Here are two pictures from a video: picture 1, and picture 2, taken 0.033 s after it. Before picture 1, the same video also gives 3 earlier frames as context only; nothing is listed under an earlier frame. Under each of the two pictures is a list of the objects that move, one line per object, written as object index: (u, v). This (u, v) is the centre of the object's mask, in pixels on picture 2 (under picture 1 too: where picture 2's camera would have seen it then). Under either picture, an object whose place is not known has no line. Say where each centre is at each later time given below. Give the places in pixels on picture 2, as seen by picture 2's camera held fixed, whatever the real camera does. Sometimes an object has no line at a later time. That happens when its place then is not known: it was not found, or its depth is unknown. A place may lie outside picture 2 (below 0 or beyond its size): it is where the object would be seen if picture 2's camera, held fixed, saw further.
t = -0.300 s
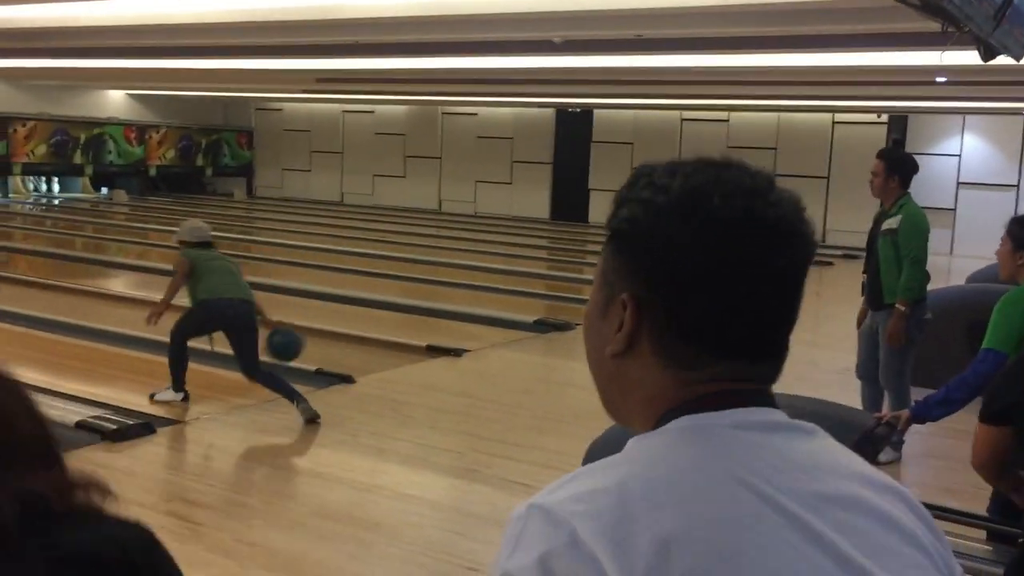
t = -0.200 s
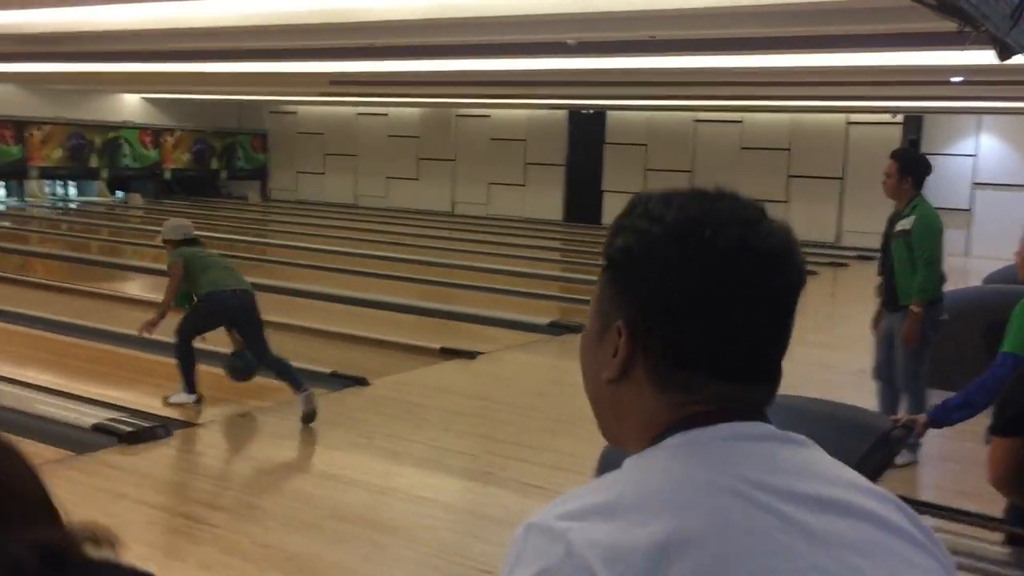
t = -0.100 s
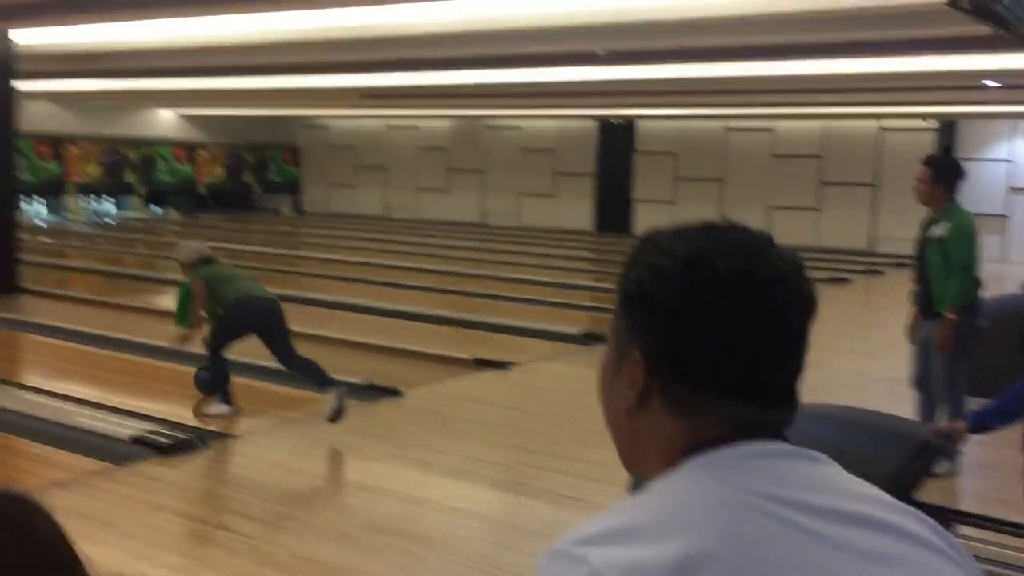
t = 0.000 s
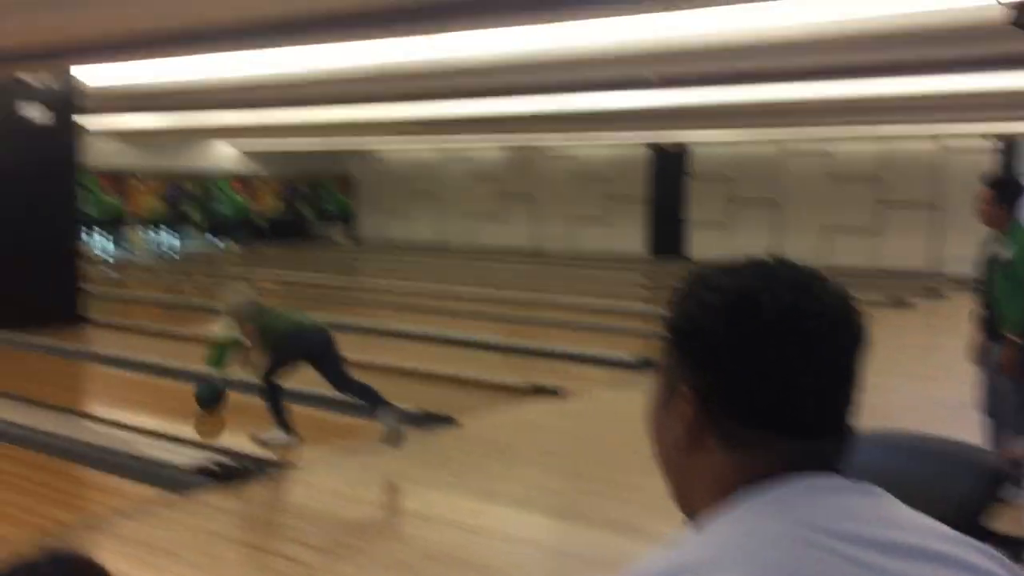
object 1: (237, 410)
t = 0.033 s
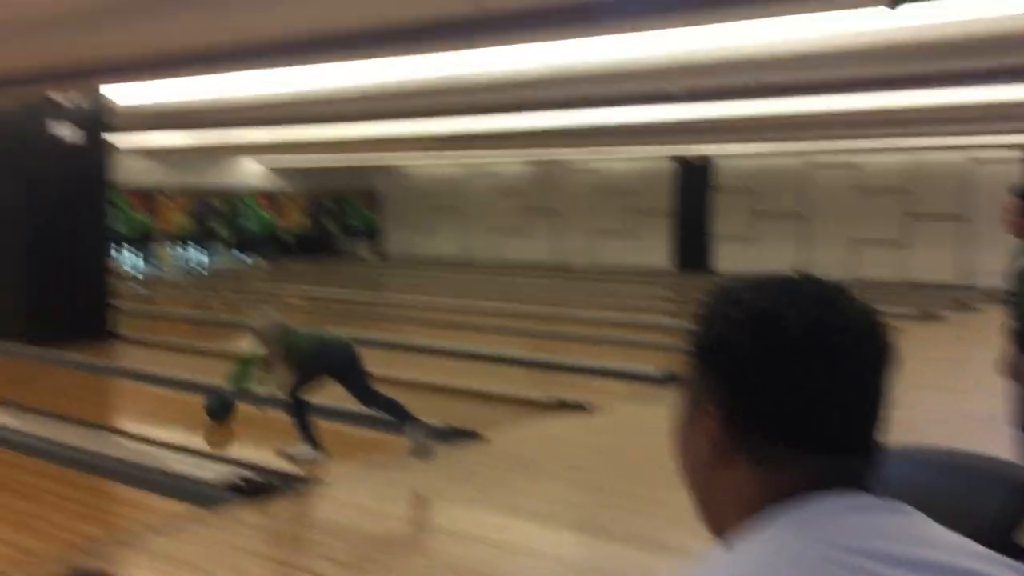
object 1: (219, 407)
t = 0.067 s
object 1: (200, 403)
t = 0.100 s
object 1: (183, 400)
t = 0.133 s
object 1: (171, 400)
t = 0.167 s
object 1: (154, 395)
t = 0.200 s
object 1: (139, 390)
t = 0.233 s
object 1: (123, 385)
